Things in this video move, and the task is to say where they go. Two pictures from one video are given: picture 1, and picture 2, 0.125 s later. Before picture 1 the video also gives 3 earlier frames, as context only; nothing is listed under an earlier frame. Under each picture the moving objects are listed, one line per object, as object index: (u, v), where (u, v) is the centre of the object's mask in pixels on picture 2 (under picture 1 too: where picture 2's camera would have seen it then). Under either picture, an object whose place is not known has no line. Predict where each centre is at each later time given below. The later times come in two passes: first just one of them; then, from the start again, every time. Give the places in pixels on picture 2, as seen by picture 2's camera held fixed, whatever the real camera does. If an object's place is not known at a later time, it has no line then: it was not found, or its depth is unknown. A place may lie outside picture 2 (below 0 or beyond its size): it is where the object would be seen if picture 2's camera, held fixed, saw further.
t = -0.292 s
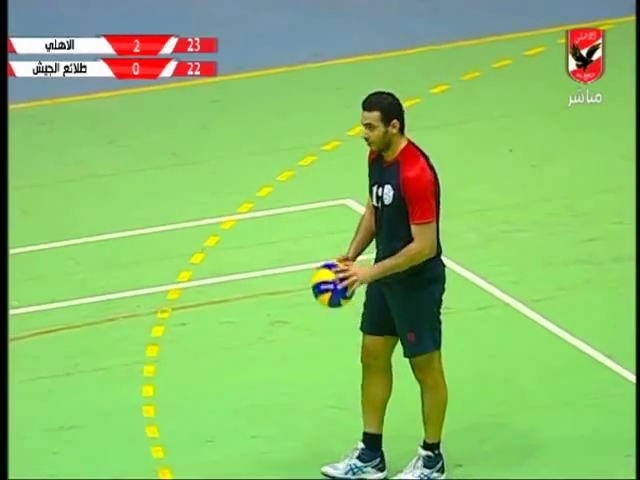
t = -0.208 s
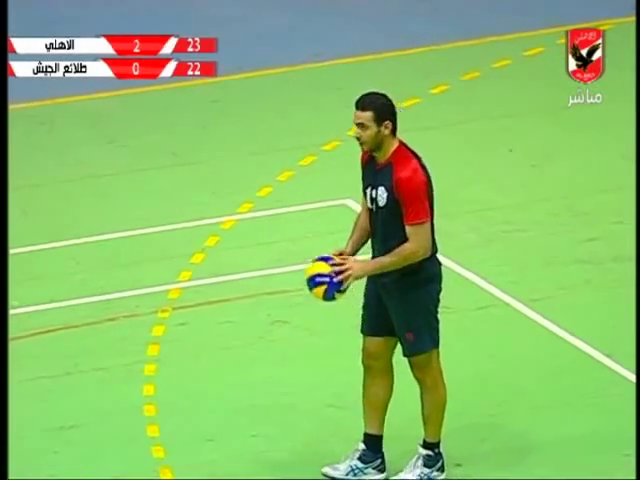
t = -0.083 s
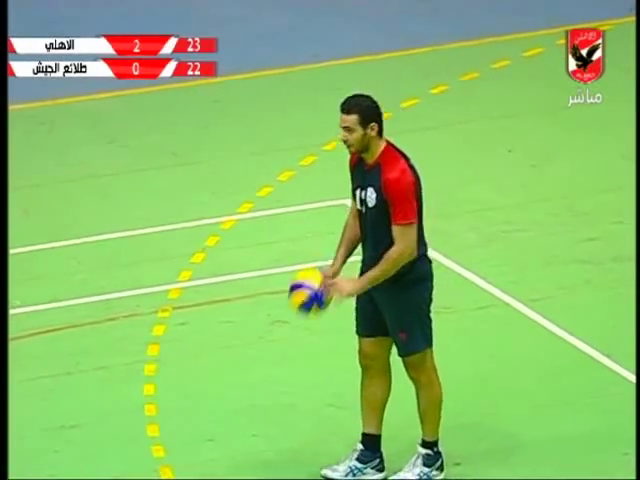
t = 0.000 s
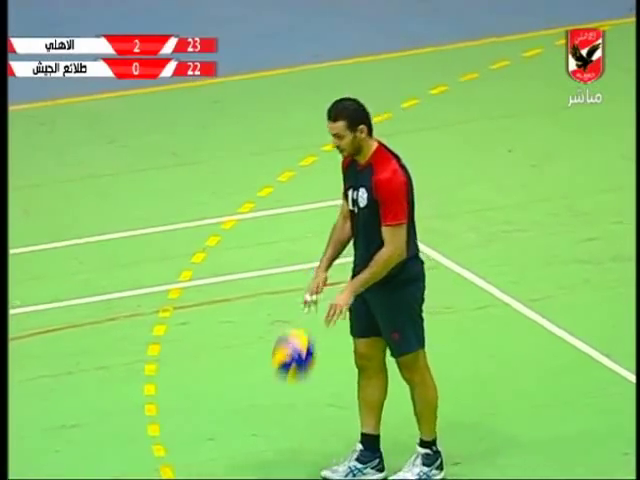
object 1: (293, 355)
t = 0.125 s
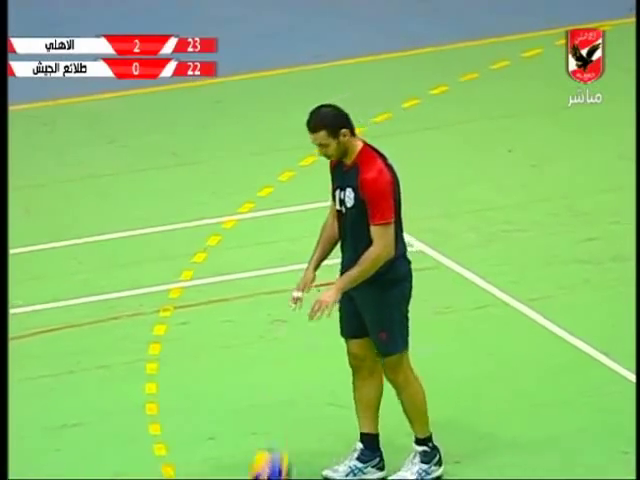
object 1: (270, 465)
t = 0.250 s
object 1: (261, 406)
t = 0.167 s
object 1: (266, 463)
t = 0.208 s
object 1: (263, 435)
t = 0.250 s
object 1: (261, 406)
